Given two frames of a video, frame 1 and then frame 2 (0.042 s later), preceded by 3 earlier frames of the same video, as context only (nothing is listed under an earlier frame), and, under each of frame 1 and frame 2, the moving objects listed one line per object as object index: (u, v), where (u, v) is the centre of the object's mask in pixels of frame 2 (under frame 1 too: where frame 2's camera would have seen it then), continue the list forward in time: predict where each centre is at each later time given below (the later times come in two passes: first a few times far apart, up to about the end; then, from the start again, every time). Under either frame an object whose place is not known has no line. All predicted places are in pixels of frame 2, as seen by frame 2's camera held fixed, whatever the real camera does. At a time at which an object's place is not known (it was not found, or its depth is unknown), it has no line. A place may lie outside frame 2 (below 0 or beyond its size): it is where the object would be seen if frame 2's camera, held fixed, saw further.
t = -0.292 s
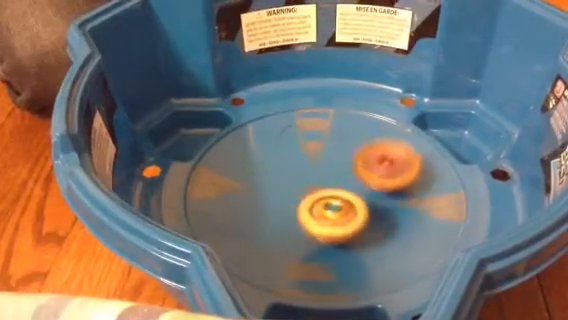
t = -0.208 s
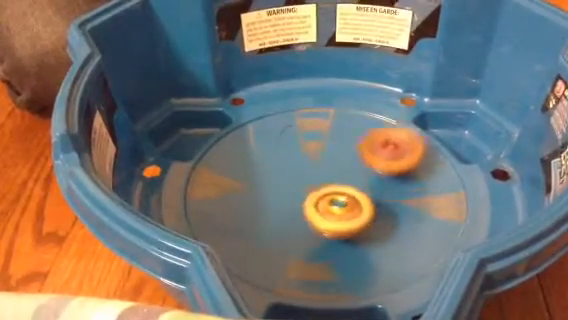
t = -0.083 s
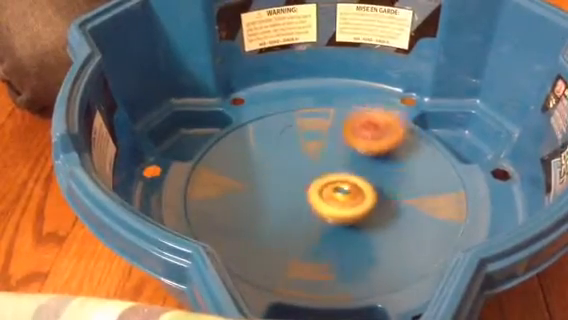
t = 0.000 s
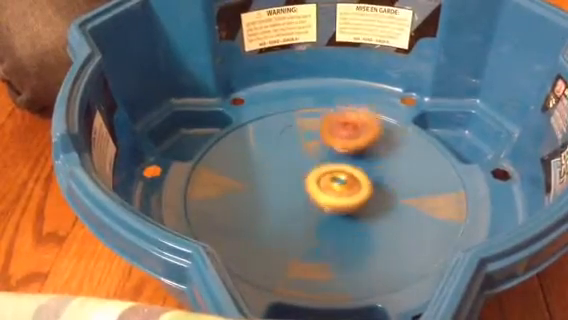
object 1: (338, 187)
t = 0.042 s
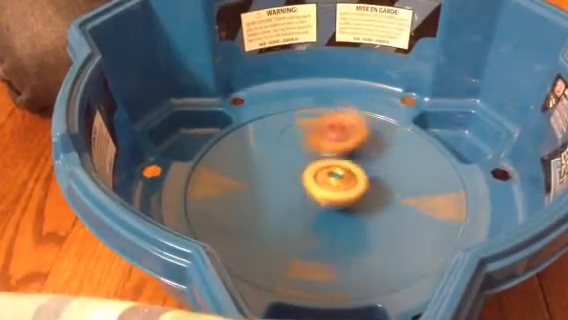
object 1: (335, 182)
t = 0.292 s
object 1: (312, 181)
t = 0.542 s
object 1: (317, 197)
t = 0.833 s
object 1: (345, 195)
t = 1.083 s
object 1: (385, 198)
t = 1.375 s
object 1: (372, 194)
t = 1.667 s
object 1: (343, 208)
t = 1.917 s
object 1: (300, 197)
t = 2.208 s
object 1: (235, 185)
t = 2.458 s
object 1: (242, 167)
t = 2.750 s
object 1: (279, 129)
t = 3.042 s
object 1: (325, 156)
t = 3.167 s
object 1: (334, 172)
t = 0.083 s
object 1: (331, 179)
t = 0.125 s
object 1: (326, 179)
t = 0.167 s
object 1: (322, 179)
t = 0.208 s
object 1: (318, 180)
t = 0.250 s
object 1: (314, 181)
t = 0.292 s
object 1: (312, 181)
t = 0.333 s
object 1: (309, 182)
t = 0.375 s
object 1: (306, 183)
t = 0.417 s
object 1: (306, 186)
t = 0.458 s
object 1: (309, 191)
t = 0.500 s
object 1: (312, 194)
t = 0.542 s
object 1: (317, 197)
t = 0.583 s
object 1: (321, 199)
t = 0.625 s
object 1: (326, 200)
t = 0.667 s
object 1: (330, 200)
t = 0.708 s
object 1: (334, 200)
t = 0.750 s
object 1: (338, 198)
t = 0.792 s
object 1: (341, 196)
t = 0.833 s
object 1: (345, 195)
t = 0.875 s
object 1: (357, 199)
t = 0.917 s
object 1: (365, 202)
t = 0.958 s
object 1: (372, 202)
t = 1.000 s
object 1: (378, 202)
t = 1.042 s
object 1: (382, 200)
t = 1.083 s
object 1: (385, 198)
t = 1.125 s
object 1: (385, 196)
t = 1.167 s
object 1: (385, 193)
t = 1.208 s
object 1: (382, 189)
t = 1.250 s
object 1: (377, 186)
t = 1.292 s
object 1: (374, 185)
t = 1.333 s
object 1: (372, 187)
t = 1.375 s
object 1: (372, 194)
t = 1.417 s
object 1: (370, 198)
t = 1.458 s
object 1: (368, 201)
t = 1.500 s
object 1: (365, 204)
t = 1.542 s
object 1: (361, 206)
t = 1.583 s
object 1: (355, 207)
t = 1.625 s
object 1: (350, 208)
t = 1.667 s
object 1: (343, 208)
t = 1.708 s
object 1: (336, 208)
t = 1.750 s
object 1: (328, 207)
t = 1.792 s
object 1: (321, 205)
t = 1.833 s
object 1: (314, 203)
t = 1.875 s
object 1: (307, 200)
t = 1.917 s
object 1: (300, 197)
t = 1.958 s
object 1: (294, 193)
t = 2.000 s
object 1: (288, 190)
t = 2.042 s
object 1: (271, 190)
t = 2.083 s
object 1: (254, 191)
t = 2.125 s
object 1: (244, 189)
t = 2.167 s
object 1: (239, 187)
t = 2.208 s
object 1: (235, 185)
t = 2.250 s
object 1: (232, 182)
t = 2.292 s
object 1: (231, 179)
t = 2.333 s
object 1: (231, 176)
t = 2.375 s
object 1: (233, 173)
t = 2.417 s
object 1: (237, 170)
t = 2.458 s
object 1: (242, 167)
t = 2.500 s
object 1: (249, 166)
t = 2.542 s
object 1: (256, 165)
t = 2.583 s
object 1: (261, 159)
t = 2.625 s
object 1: (262, 146)
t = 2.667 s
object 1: (266, 136)
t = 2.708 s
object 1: (271, 131)
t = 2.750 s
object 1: (279, 129)
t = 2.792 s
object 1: (287, 130)
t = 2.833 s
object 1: (294, 131)
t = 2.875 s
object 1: (302, 136)
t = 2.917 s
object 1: (309, 140)
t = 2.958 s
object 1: (316, 144)
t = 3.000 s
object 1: (320, 149)
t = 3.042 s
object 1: (325, 156)
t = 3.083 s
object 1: (328, 162)
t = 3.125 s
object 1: (332, 167)
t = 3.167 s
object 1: (334, 172)
